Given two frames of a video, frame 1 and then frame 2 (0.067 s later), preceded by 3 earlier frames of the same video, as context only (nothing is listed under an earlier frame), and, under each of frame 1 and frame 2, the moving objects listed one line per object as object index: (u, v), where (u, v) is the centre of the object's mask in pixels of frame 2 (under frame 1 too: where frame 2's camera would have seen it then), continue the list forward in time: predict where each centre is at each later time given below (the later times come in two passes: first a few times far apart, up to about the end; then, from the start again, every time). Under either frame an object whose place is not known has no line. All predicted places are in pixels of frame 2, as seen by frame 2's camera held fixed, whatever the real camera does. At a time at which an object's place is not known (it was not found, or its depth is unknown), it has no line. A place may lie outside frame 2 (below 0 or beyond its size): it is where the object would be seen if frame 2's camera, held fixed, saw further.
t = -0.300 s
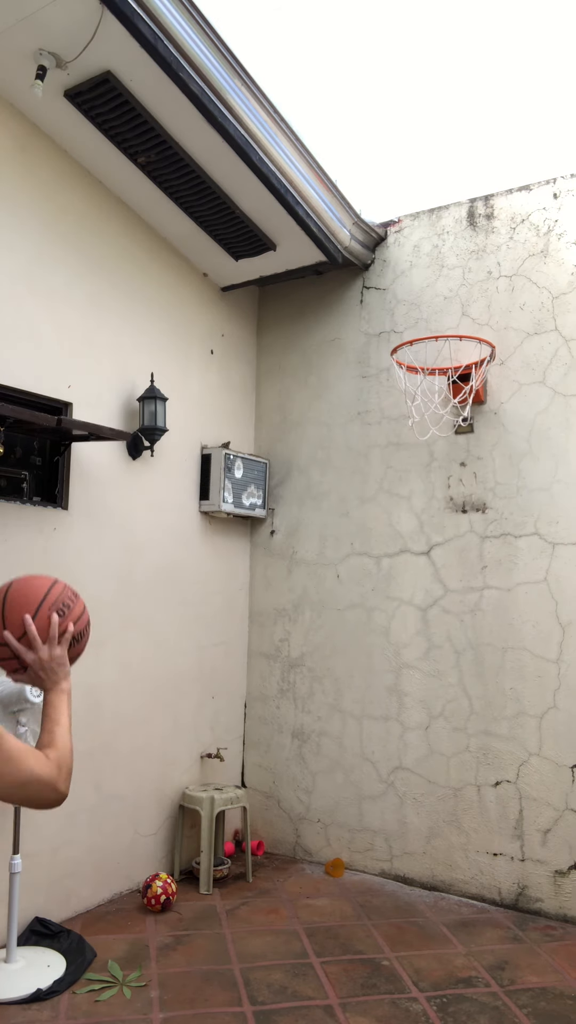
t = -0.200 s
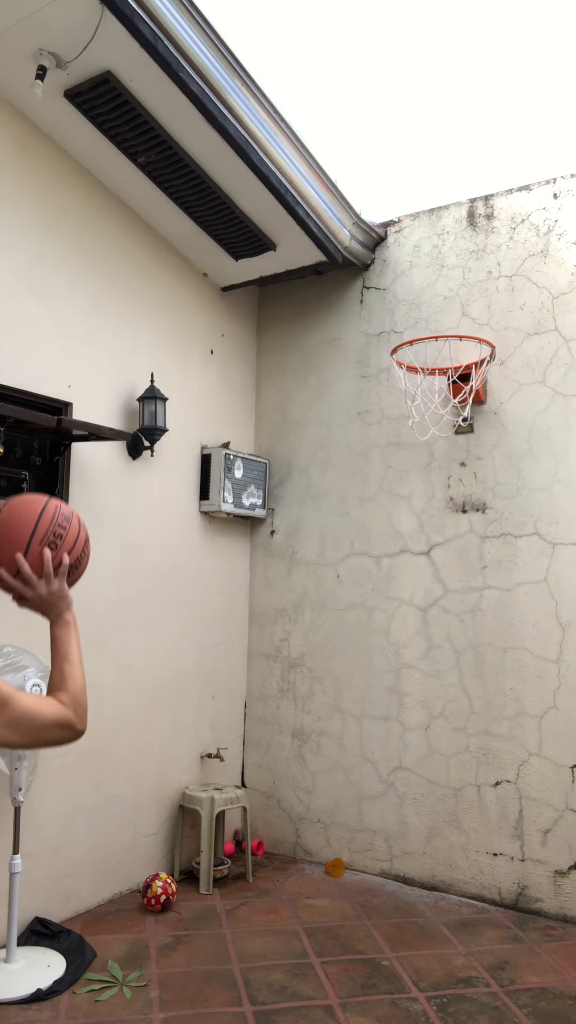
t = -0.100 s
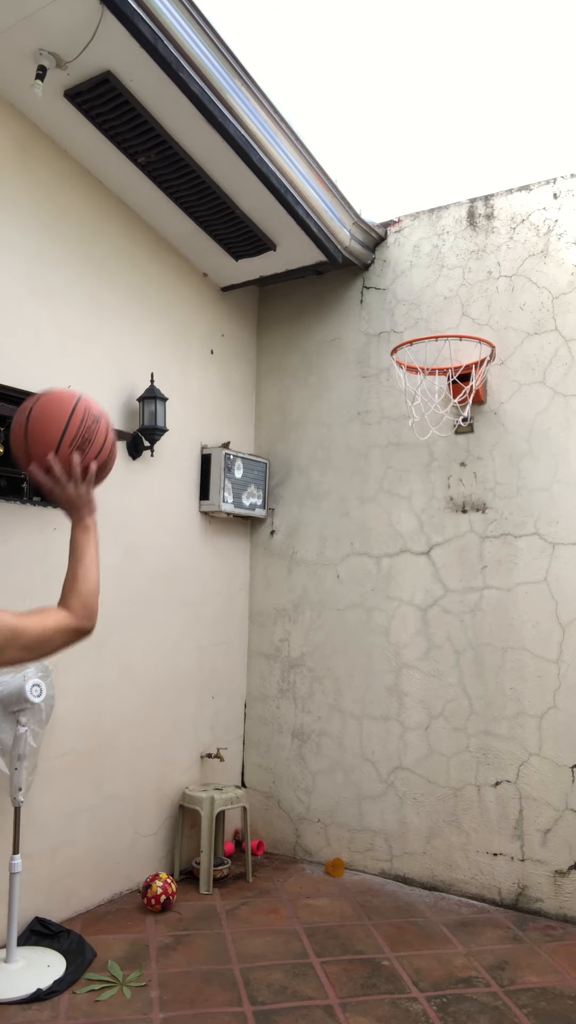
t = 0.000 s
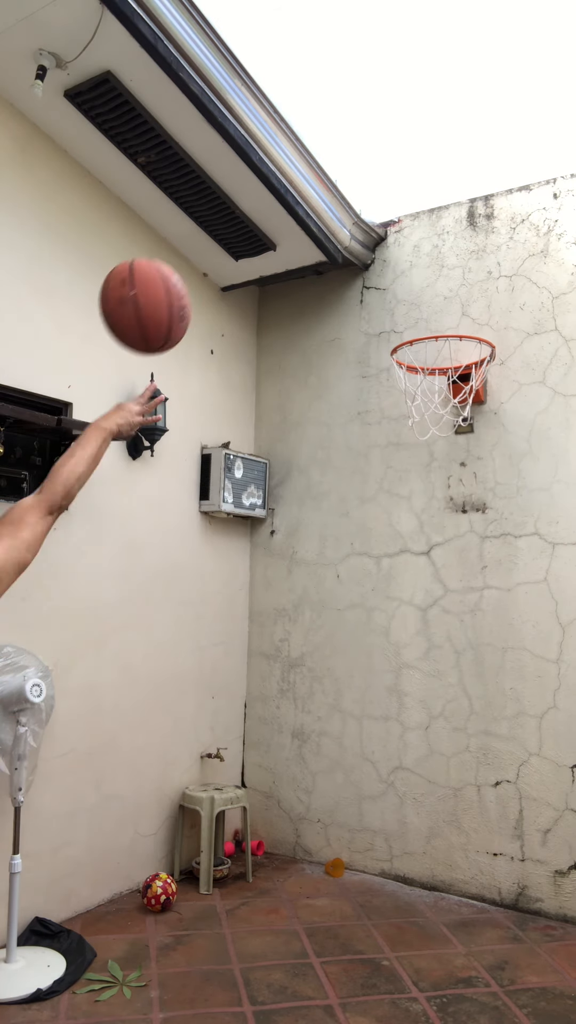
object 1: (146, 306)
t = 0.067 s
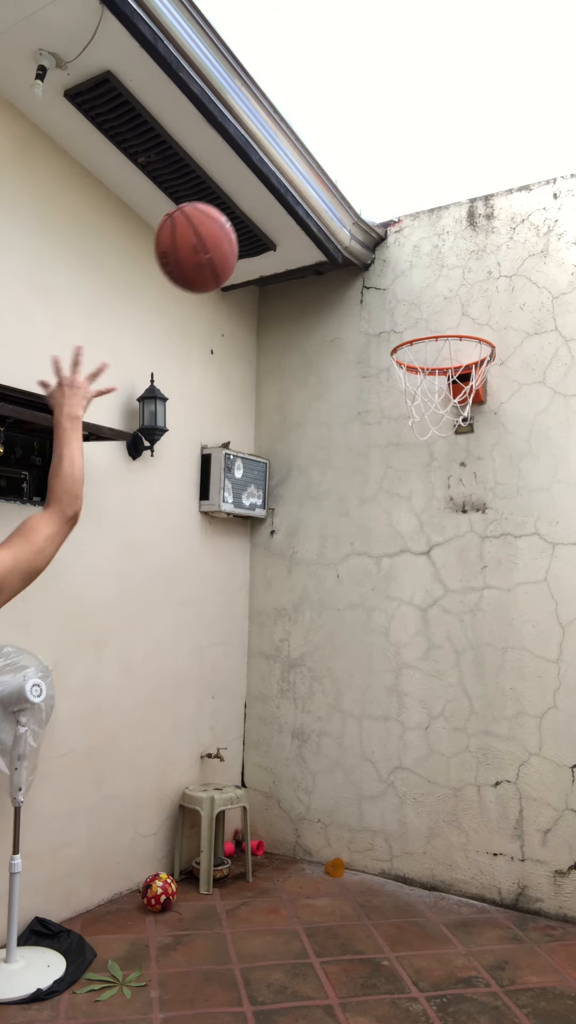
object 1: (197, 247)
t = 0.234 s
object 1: (294, 188)
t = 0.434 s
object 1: (376, 218)
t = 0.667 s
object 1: (437, 315)
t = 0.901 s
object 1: (461, 395)
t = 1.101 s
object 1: (473, 414)
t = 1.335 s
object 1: (483, 514)
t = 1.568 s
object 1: (484, 709)
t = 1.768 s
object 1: (480, 847)
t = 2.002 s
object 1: (459, 660)
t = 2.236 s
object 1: (438, 591)
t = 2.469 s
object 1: (416, 645)
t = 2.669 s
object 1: (394, 800)
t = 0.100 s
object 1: (219, 227)
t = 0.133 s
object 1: (240, 212)
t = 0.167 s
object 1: (259, 200)
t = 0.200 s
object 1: (277, 193)
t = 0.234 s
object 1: (294, 188)
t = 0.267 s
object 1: (309, 187)
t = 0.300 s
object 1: (324, 188)
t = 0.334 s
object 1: (338, 192)
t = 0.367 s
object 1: (351, 199)
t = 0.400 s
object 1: (364, 208)
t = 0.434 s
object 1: (376, 218)
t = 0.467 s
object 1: (387, 231)
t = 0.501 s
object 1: (397, 245)
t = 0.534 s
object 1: (407, 260)
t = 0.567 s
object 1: (416, 278)
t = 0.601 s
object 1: (425, 297)
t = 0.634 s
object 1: (433, 313)
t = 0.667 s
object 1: (437, 315)
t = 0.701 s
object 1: (441, 318)
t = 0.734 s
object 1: (445, 329)
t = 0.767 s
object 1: (448, 339)
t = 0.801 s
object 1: (451, 351)
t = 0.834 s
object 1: (456, 365)
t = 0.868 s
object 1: (458, 380)
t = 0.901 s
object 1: (461, 395)
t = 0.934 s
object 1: (464, 399)
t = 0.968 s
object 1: (466, 398)
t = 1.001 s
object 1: (468, 401)
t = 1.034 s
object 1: (470, 402)
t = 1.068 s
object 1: (472, 407)
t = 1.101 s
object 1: (473, 414)
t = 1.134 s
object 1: (476, 424)
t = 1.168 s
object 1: (478, 435)
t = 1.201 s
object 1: (480, 448)
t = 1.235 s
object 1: (482, 463)
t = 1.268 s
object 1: (484, 481)
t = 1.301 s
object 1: (483, 496)
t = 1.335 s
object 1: (483, 514)
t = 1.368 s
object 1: (483, 534)
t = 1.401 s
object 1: (483, 557)
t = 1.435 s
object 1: (483, 582)
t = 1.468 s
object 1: (483, 610)
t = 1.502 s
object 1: (484, 640)
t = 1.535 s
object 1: (484, 674)
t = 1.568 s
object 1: (484, 709)
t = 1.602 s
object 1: (484, 748)
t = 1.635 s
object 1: (484, 789)
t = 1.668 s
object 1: (484, 833)
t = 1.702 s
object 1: (484, 880)
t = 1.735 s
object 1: (482, 883)
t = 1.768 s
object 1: (480, 847)
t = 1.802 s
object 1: (477, 813)
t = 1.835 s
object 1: (474, 781)
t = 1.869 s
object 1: (471, 752)
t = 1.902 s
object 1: (469, 725)
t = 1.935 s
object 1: (466, 701)
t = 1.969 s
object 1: (463, 679)
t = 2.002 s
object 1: (459, 660)
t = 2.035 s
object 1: (457, 643)
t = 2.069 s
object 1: (454, 628)
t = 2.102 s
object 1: (451, 616)
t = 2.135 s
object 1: (448, 606)
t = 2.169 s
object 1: (444, 599)
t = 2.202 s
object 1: (441, 594)
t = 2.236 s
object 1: (438, 591)
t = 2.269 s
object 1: (435, 591)
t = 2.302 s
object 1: (432, 594)
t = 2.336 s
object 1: (429, 599)
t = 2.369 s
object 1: (426, 606)
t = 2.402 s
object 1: (422, 616)
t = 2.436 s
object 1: (419, 629)
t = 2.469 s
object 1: (416, 645)
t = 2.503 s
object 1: (412, 663)
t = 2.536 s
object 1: (409, 684)
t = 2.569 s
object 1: (405, 709)
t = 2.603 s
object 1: (402, 736)
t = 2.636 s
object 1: (398, 766)
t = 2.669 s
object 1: (394, 800)
